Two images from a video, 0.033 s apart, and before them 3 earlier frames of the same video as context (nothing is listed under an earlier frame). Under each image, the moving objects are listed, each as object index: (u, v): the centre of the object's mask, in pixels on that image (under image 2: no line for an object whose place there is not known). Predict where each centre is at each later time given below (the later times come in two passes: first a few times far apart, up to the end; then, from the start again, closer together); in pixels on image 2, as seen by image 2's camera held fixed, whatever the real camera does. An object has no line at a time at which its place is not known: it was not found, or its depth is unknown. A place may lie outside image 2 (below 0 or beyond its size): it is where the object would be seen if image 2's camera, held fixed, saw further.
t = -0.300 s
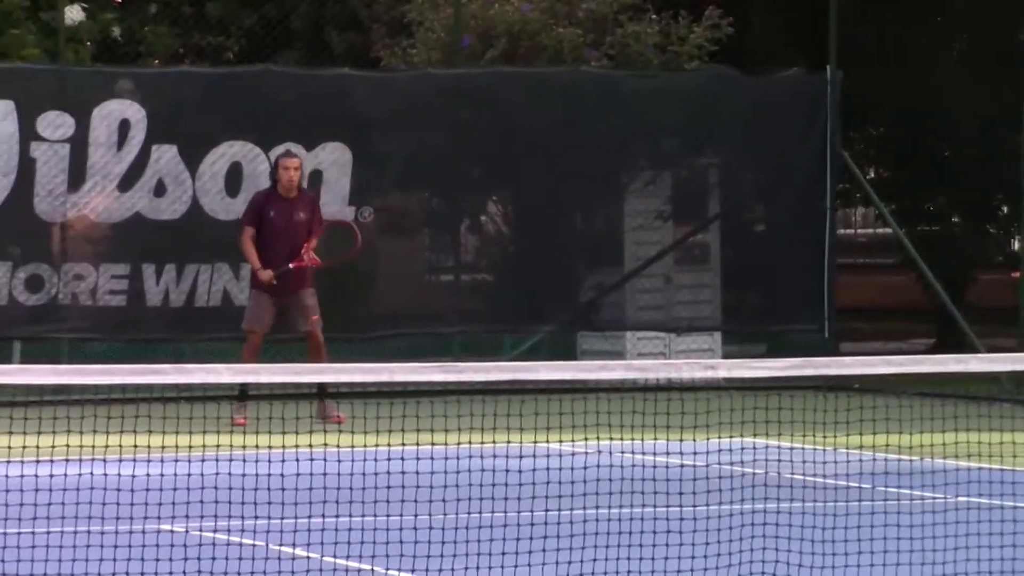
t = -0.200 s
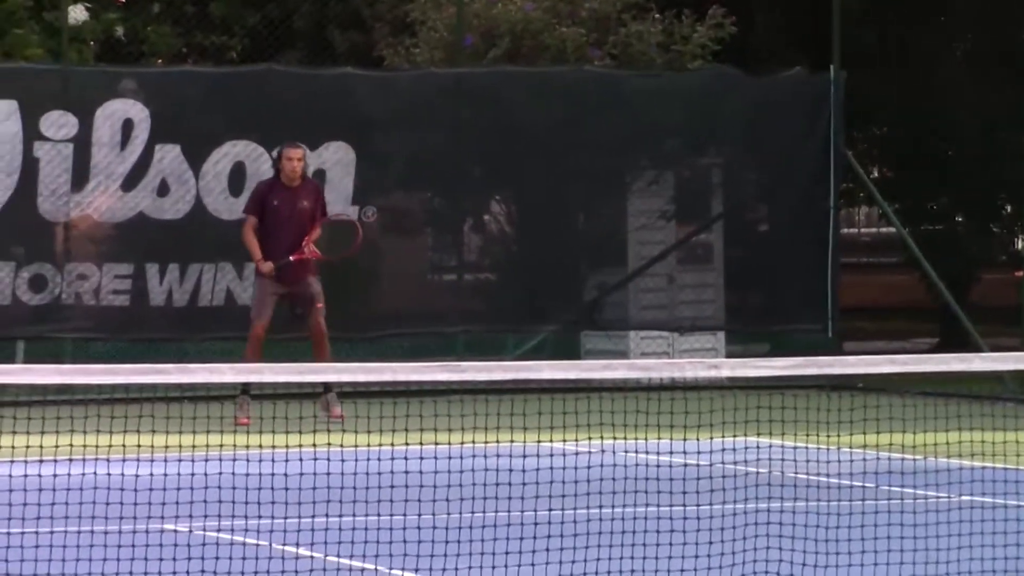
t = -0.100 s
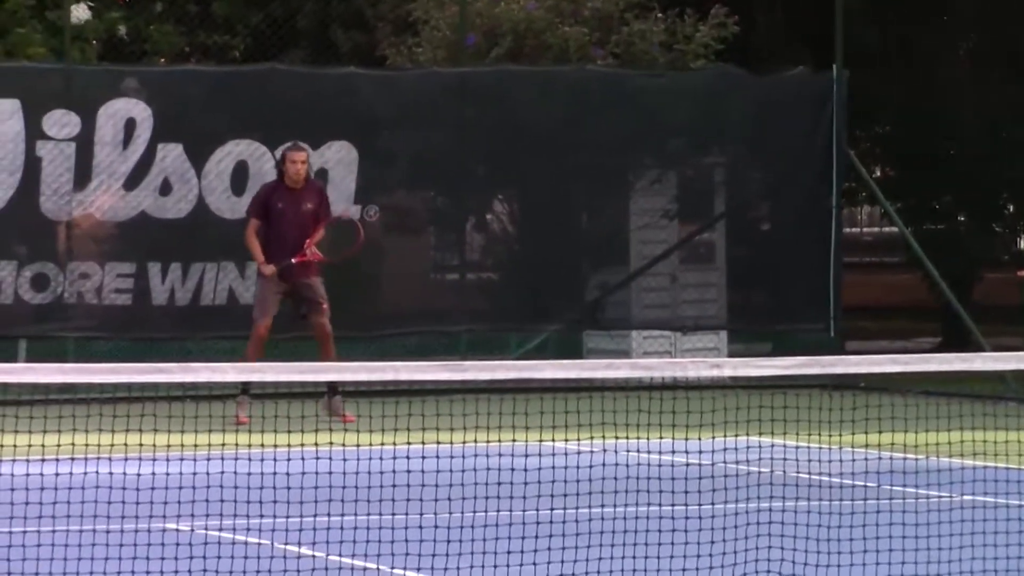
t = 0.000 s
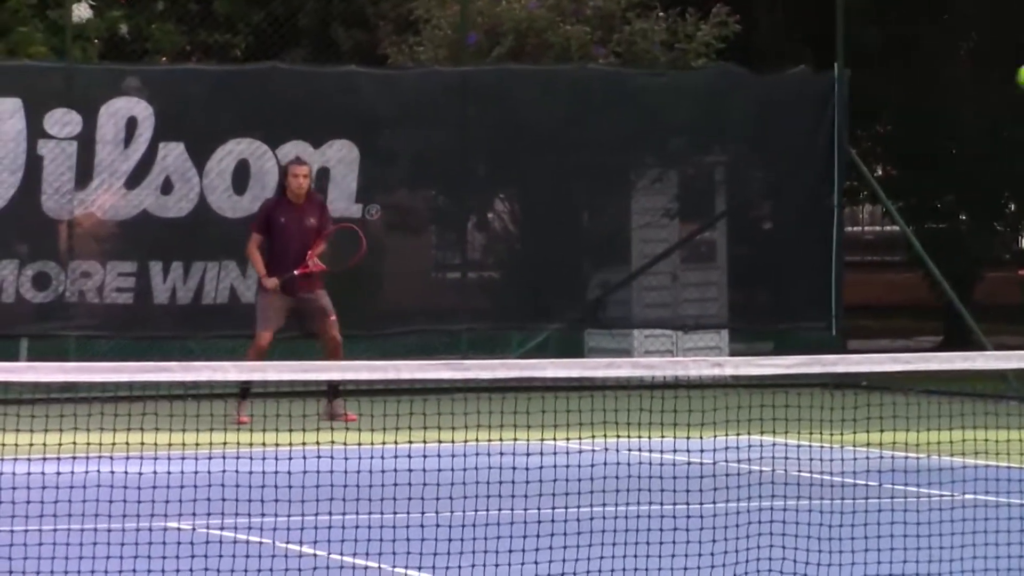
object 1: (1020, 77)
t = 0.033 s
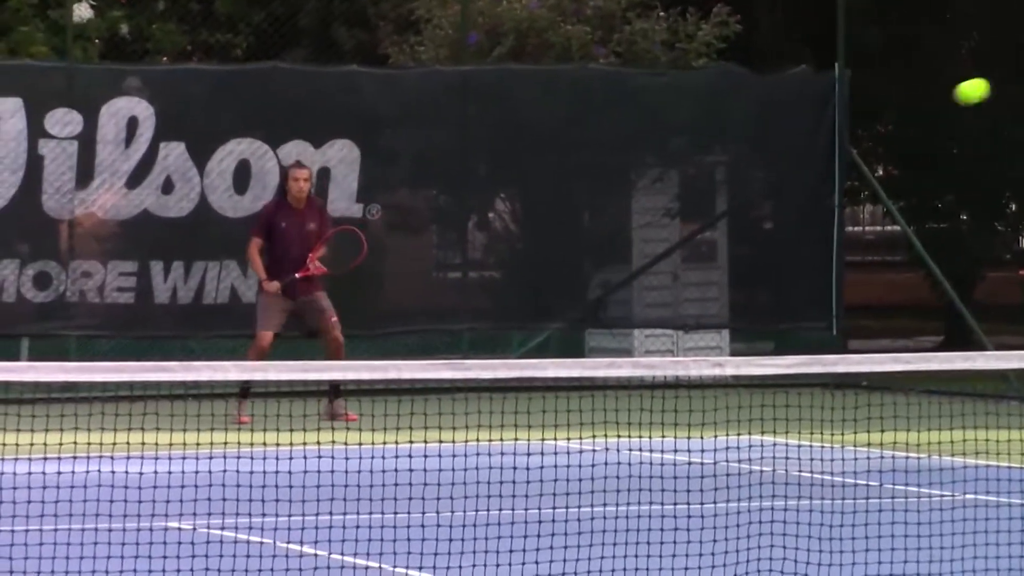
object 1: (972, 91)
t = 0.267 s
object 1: (657, 262)
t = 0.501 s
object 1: (478, 475)
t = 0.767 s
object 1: (414, 303)
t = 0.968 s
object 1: (378, 261)
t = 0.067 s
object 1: (912, 112)
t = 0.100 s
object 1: (859, 134)
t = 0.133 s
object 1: (811, 157)
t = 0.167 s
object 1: (767, 182)
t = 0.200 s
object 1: (727, 208)
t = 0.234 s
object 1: (691, 234)
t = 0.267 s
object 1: (657, 262)
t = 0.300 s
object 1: (625, 290)
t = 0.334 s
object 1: (596, 319)
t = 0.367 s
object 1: (569, 349)
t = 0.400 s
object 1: (542, 383)
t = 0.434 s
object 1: (521, 409)
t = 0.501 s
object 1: (478, 475)
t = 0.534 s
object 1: (463, 476)
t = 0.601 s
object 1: (447, 409)
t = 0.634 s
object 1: (441, 385)
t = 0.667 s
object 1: (434, 356)
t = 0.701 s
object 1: (427, 337)
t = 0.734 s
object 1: (421, 318)
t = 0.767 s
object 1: (414, 303)
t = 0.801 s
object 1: (408, 290)
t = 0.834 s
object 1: (402, 279)
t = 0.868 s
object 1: (395, 271)
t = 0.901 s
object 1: (389, 266)
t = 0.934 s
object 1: (383, 262)
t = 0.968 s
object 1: (378, 261)
